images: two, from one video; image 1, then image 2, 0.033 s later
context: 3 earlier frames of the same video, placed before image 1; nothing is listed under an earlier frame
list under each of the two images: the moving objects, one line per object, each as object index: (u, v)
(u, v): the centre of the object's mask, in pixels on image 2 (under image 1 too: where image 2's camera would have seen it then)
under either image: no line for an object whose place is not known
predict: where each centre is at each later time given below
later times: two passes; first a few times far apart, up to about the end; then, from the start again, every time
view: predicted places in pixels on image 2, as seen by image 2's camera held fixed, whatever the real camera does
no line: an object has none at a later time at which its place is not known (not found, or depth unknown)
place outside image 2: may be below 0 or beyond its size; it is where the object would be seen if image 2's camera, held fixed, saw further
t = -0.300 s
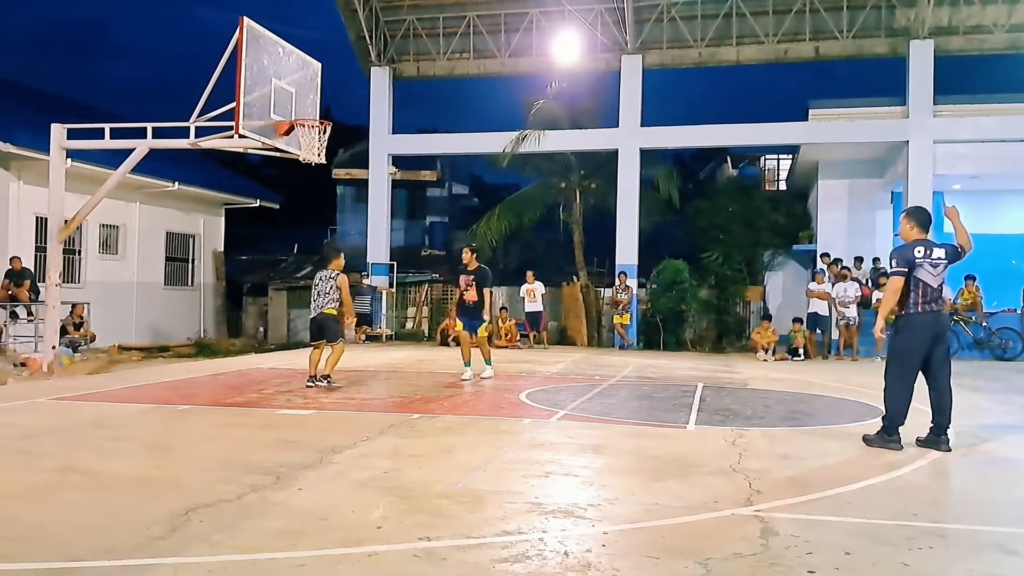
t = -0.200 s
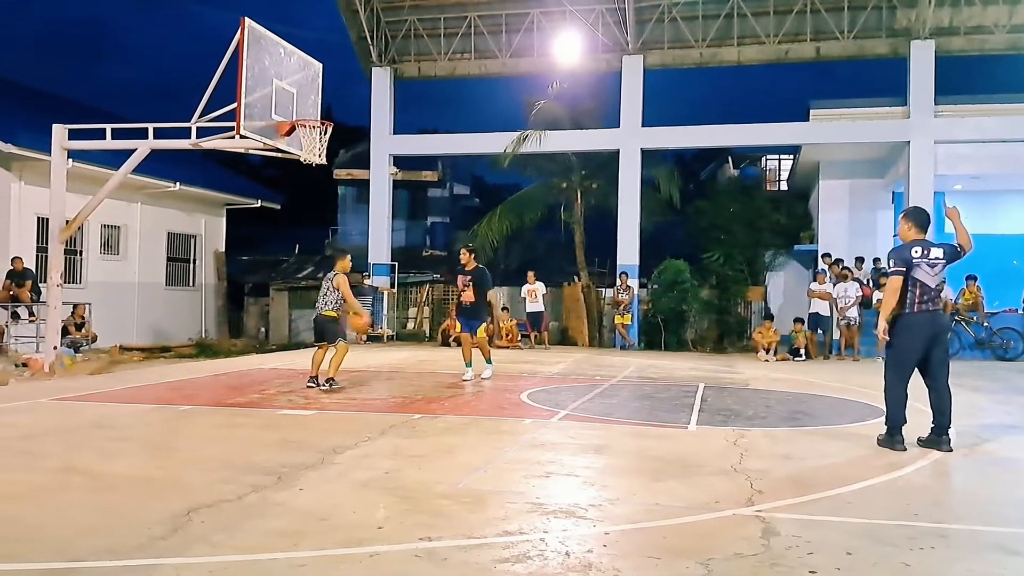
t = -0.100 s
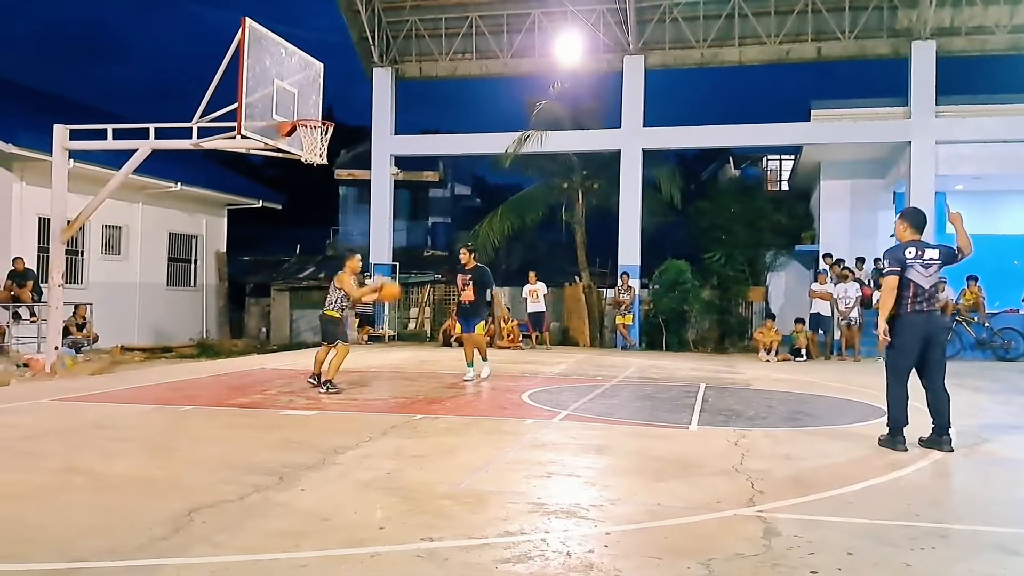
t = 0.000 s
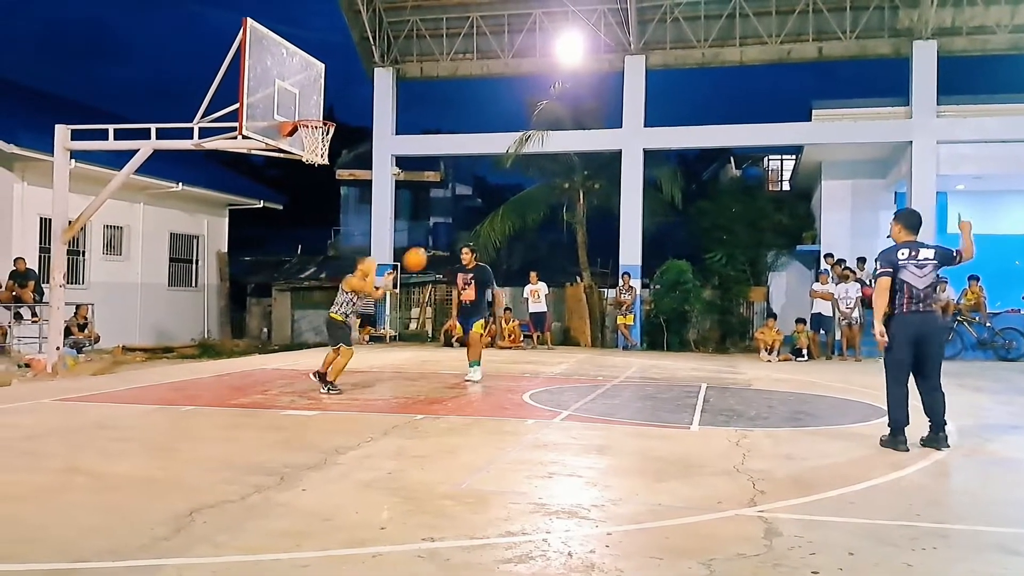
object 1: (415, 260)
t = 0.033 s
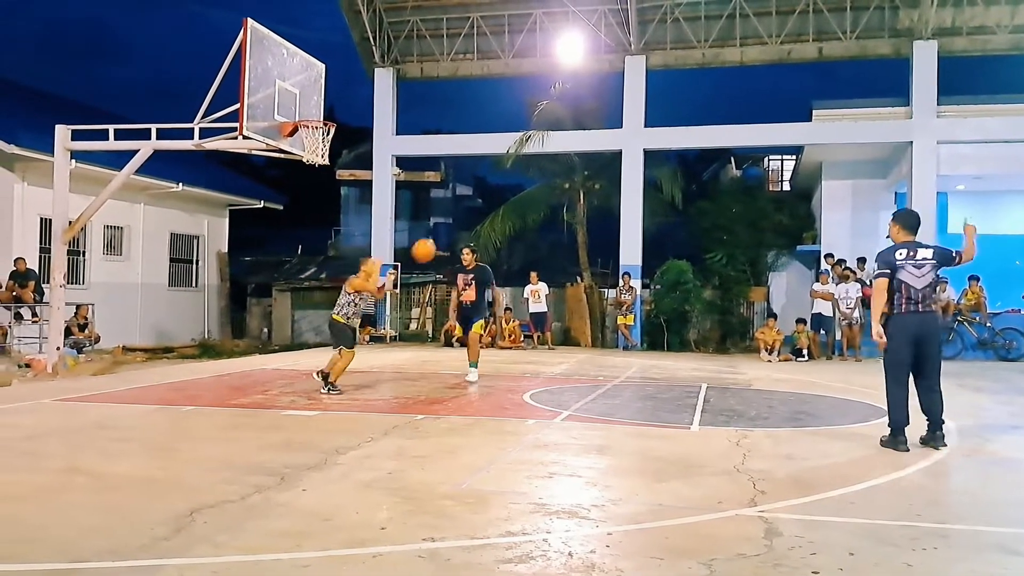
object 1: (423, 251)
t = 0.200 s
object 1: (466, 219)
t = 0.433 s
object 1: (527, 216)
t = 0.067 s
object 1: (432, 242)
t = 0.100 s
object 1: (440, 235)
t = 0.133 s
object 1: (449, 229)
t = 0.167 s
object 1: (457, 223)
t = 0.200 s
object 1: (466, 219)
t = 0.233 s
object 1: (474, 215)
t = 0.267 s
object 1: (483, 213)
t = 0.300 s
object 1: (492, 212)
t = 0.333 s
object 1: (500, 211)
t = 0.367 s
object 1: (509, 211)
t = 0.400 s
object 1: (518, 213)
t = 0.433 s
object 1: (527, 216)
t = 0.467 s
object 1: (536, 219)
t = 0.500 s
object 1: (545, 224)
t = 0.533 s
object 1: (555, 230)
